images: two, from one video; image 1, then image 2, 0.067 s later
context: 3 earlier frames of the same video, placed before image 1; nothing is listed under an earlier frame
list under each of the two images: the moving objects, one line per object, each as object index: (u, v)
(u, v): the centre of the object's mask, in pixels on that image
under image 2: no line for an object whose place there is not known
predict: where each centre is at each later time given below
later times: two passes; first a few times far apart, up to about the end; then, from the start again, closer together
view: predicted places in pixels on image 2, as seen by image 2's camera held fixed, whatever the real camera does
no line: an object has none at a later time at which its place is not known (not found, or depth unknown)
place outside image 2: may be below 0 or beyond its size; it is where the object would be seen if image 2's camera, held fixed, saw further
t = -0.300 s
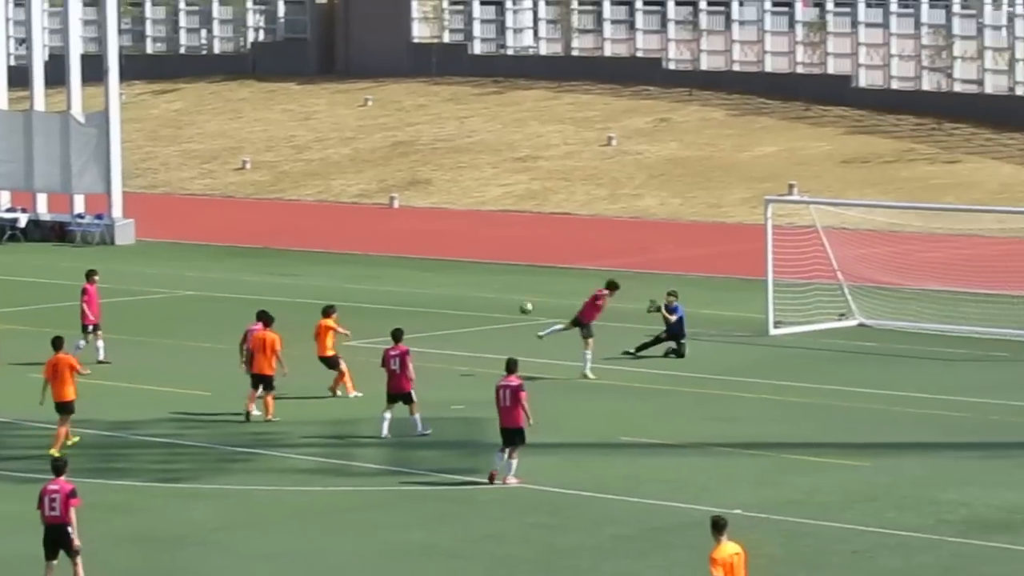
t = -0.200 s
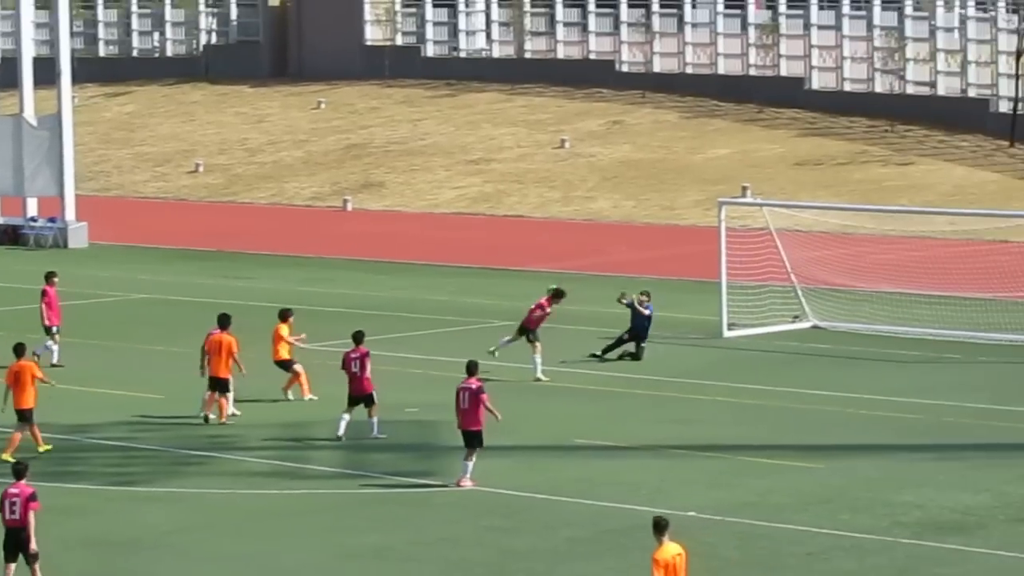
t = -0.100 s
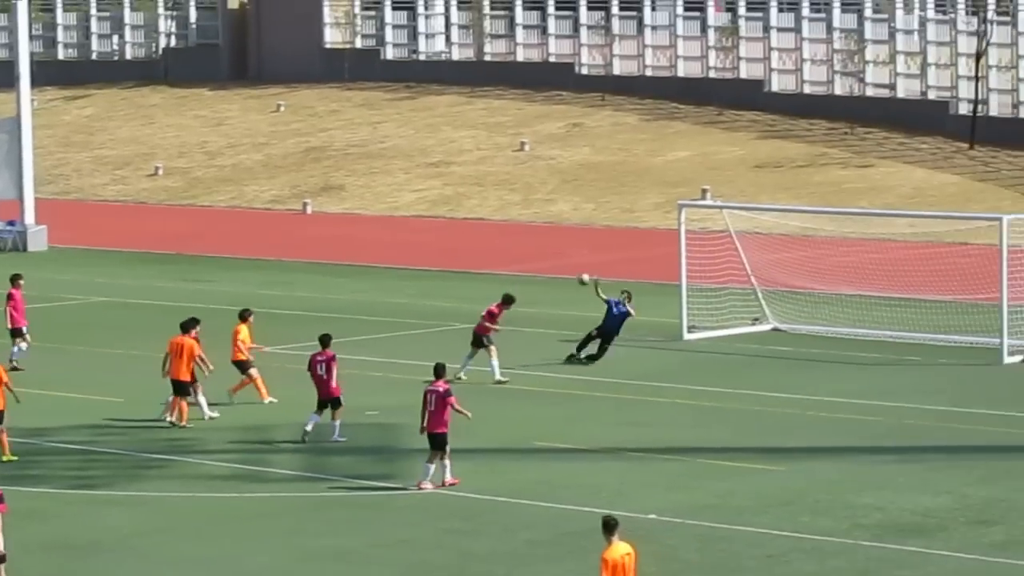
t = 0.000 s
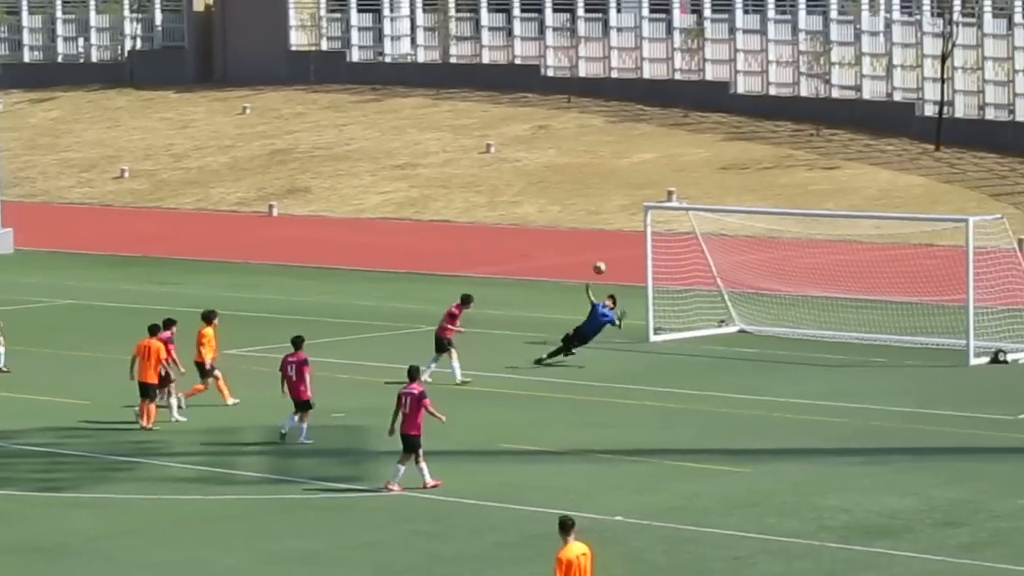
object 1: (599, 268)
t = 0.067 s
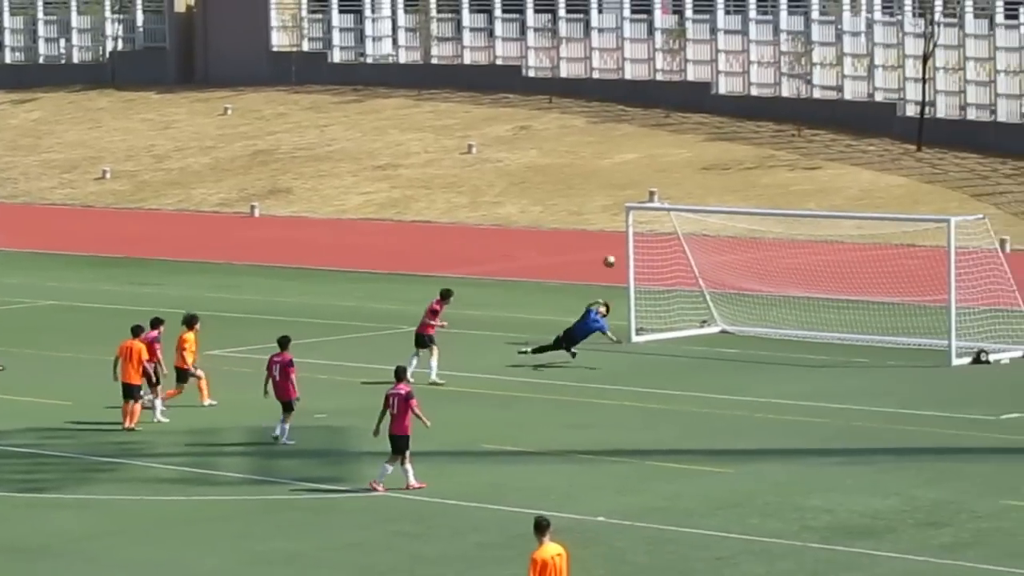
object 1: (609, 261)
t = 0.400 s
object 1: (743, 262)
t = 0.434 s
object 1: (757, 265)
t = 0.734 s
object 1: (873, 320)
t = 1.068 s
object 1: (926, 303)
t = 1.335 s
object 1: (934, 307)
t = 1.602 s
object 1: (942, 340)
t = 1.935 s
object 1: (959, 331)
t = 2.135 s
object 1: (963, 340)
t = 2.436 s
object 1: (965, 344)
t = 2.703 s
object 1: (969, 344)
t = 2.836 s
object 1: (970, 345)
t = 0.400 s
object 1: (743, 262)
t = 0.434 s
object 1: (757, 265)
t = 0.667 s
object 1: (848, 304)
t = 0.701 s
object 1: (860, 312)
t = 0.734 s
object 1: (873, 320)
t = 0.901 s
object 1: (914, 325)
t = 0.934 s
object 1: (917, 318)
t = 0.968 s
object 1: (920, 313)
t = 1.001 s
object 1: (923, 309)
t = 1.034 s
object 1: (924, 305)
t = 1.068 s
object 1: (926, 303)
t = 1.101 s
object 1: (927, 301)
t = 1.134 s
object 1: (929, 299)
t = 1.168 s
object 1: (930, 299)
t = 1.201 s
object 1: (931, 299)
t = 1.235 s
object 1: (931, 300)
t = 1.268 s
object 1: (932, 301)
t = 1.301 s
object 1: (934, 303)
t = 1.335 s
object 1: (934, 307)
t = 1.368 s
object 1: (935, 310)
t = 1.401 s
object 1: (936, 314)
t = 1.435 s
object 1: (937, 318)
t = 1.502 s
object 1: (939, 329)
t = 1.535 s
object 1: (939, 337)
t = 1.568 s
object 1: (941, 343)
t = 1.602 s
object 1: (942, 340)
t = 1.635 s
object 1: (944, 336)
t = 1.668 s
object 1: (944, 332)
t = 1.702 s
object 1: (945, 331)
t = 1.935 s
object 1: (959, 331)
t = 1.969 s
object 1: (960, 334)
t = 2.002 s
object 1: (960, 337)
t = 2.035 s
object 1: (961, 341)
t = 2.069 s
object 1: (961, 342)
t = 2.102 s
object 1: (963, 341)
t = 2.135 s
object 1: (963, 340)
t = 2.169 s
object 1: (963, 338)
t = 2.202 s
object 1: (963, 338)
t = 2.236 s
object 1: (963, 338)
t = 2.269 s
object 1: (964, 338)
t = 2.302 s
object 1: (964, 341)
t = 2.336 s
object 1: (964, 343)
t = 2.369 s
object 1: (964, 344)
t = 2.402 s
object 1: (965, 344)
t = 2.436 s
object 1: (965, 344)
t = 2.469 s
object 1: (966, 343)
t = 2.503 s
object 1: (967, 343)
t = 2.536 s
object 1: (967, 344)
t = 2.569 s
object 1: (967, 344)
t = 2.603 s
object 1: (968, 344)
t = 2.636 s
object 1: (968, 344)
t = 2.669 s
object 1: (968, 344)
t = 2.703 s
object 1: (969, 344)
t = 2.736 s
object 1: (969, 344)
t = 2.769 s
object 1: (970, 344)
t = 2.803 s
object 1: (970, 345)
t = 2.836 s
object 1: (970, 345)
